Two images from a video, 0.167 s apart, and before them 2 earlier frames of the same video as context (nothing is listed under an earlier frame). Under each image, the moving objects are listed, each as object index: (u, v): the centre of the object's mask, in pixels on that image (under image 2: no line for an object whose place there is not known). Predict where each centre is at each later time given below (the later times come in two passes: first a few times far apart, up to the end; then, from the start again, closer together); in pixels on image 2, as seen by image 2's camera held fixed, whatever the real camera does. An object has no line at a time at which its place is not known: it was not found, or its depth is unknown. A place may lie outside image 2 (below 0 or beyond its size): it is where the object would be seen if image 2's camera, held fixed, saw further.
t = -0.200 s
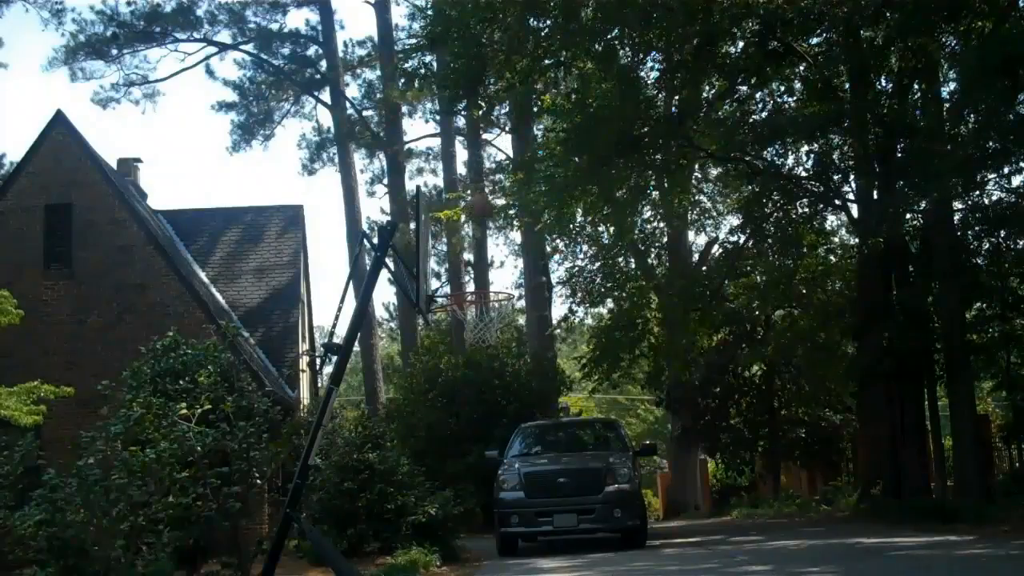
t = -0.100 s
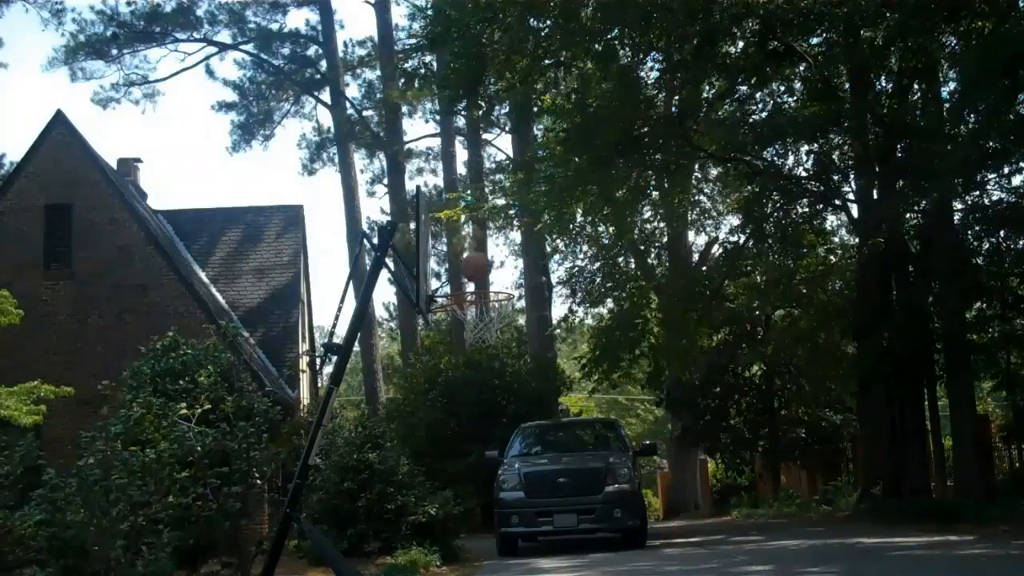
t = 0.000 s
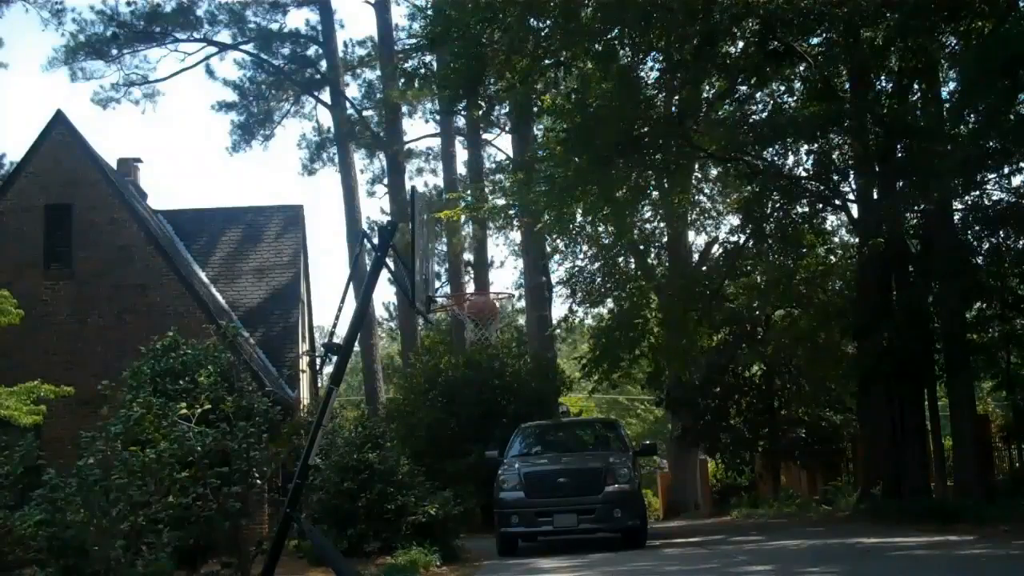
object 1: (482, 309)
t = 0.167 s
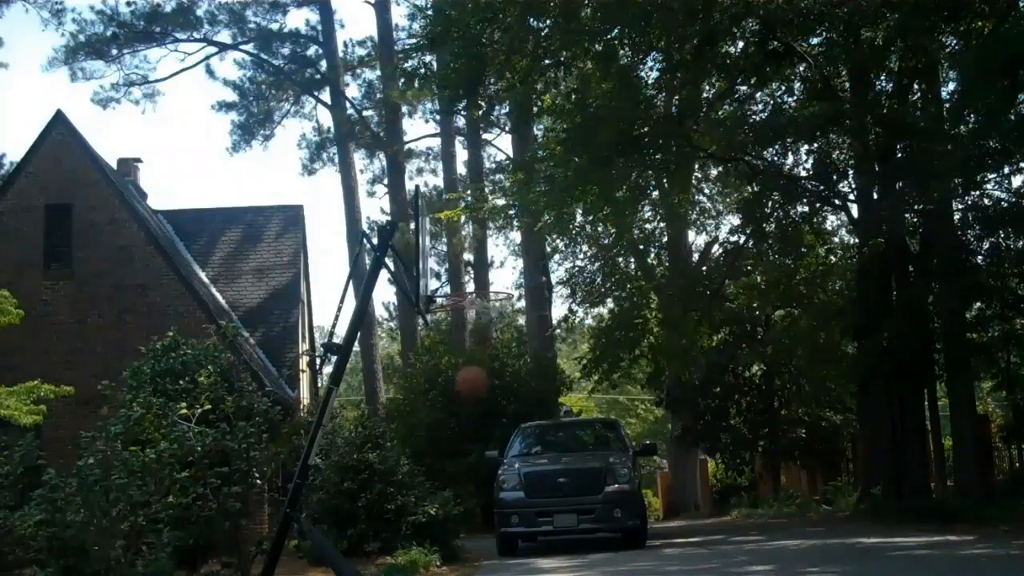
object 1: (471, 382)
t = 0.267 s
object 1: (466, 447)
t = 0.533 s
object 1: (445, 564)
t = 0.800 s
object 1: (408, 422)
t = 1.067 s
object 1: (373, 380)
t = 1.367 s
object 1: (327, 498)
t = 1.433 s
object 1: (316, 553)
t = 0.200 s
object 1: (470, 403)
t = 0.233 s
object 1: (467, 423)
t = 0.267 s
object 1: (466, 447)
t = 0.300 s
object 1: (463, 473)
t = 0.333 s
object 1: (462, 506)
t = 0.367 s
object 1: (459, 535)
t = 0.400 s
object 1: (458, 565)
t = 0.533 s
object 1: (445, 564)
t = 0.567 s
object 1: (440, 544)
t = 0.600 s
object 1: (437, 521)
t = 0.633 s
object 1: (431, 503)
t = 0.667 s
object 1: (426, 482)
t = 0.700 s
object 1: (422, 465)
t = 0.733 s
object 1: (417, 448)
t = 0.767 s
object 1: (413, 435)
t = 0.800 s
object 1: (408, 422)
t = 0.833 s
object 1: (403, 410)
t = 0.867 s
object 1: (401, 402)
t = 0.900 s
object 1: (398, 394)
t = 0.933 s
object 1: (391, 388)
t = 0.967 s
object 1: (388, 384)
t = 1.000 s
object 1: (383, 380)
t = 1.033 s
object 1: (379, 379)
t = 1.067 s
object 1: (373, 380)
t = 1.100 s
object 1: (368, 384)
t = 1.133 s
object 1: (362, 390)
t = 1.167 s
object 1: (358, 399)
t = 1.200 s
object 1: (353, 408)
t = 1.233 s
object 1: (349, 420)
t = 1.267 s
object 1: (343, 436)
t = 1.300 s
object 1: (338, 453)
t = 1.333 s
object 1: (332, 473)
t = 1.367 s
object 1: (327, 498)
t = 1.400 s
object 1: (321, 525)
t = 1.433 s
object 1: (316, 553)
